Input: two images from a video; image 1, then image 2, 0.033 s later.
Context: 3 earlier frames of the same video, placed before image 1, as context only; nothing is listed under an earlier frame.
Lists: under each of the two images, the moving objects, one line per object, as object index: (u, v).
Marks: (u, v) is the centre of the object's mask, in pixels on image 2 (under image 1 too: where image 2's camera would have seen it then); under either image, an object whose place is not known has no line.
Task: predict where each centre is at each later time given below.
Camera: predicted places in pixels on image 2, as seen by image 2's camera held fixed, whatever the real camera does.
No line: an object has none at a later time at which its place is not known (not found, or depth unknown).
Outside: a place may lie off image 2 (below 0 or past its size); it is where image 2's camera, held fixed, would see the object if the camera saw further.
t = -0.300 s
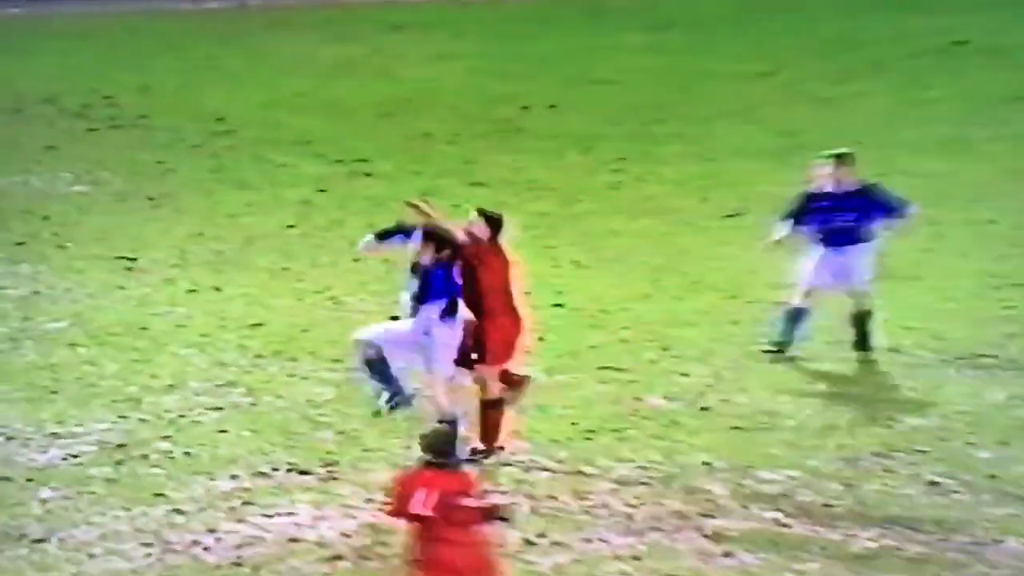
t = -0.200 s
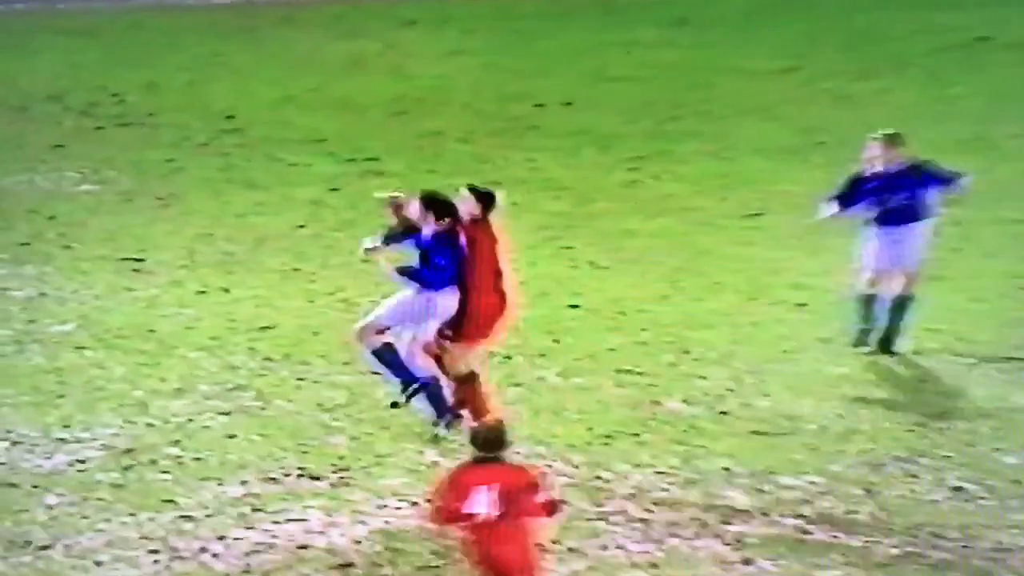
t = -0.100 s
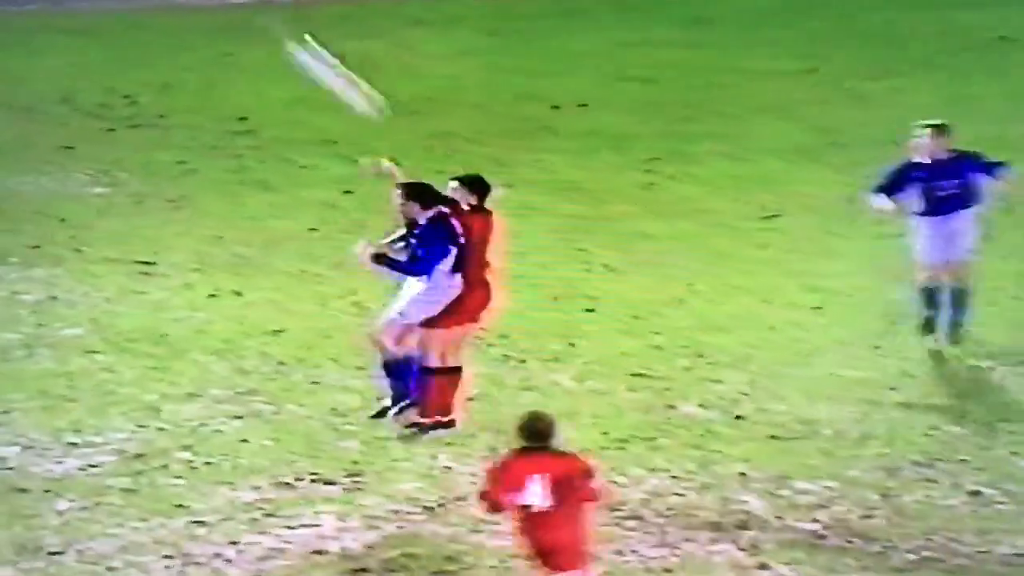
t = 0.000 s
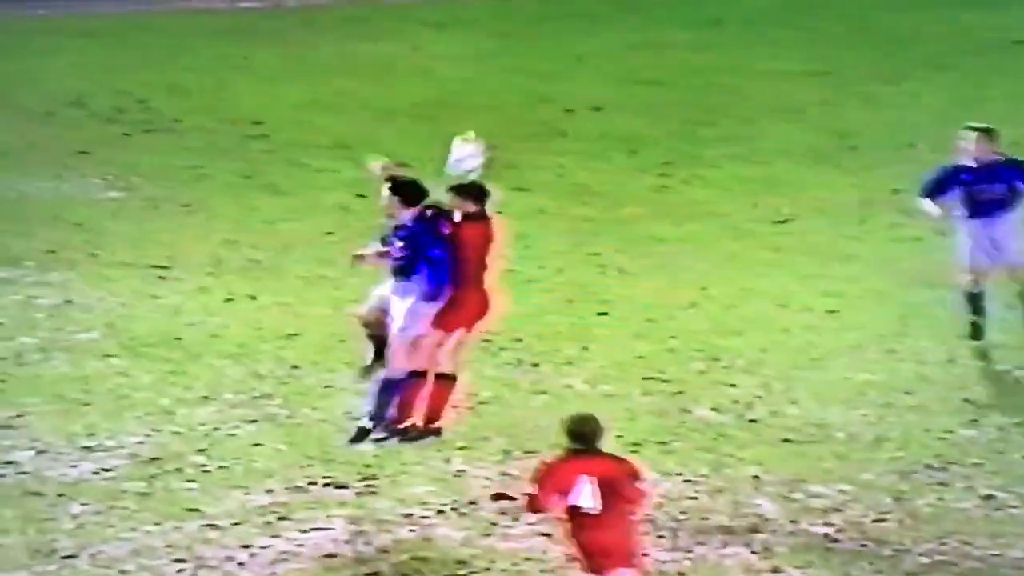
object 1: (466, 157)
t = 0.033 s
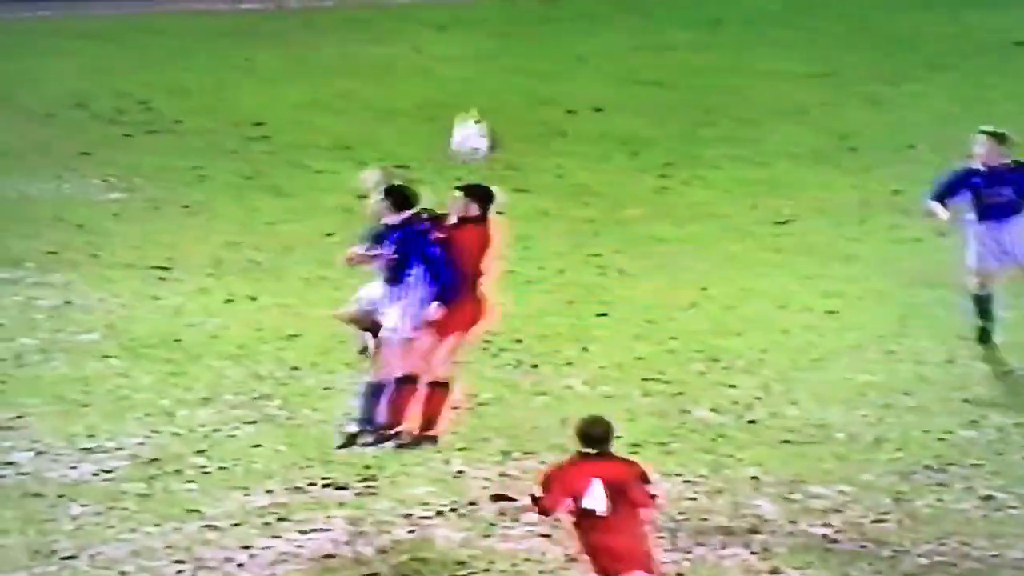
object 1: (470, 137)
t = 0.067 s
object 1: (474, 120)
